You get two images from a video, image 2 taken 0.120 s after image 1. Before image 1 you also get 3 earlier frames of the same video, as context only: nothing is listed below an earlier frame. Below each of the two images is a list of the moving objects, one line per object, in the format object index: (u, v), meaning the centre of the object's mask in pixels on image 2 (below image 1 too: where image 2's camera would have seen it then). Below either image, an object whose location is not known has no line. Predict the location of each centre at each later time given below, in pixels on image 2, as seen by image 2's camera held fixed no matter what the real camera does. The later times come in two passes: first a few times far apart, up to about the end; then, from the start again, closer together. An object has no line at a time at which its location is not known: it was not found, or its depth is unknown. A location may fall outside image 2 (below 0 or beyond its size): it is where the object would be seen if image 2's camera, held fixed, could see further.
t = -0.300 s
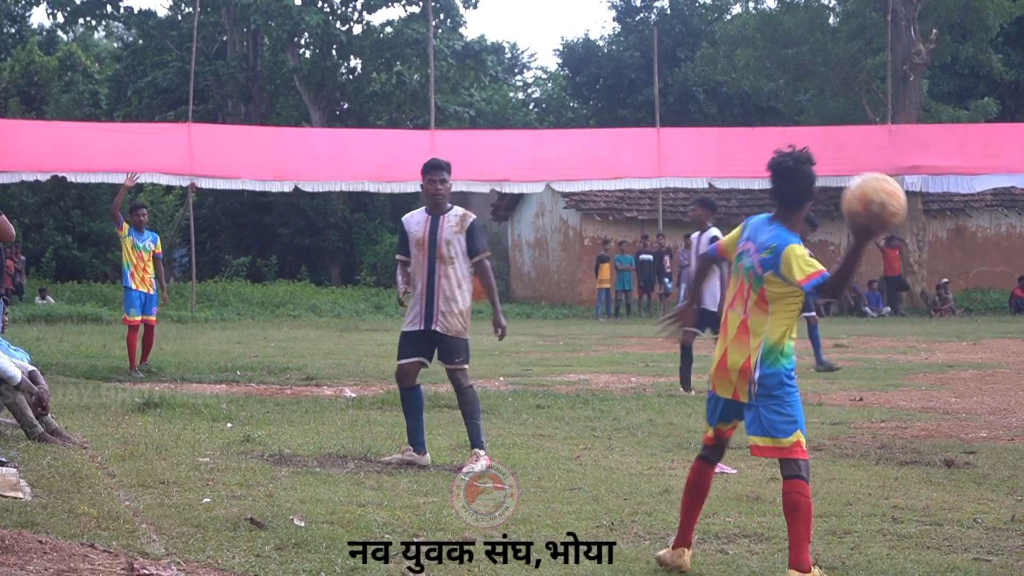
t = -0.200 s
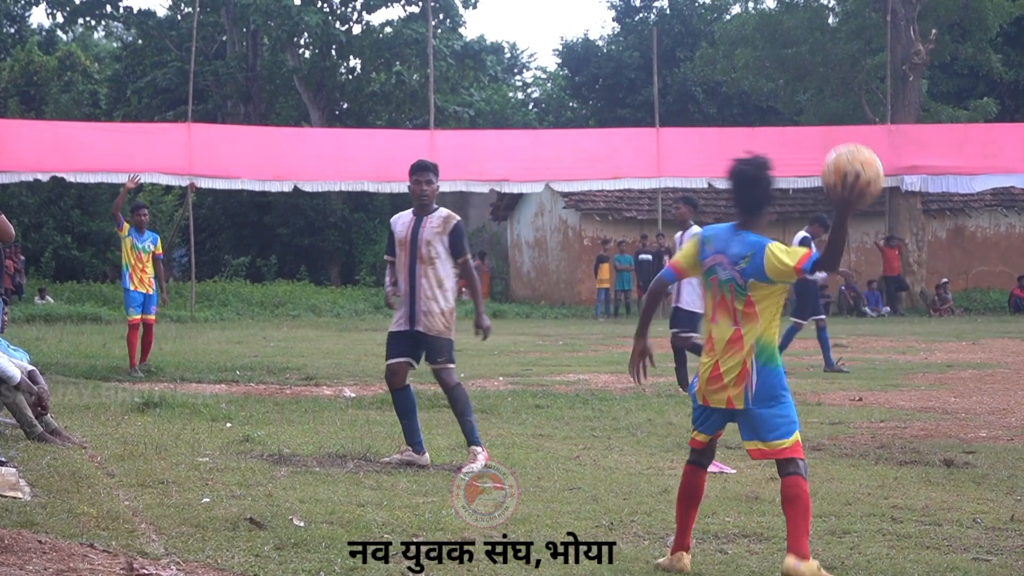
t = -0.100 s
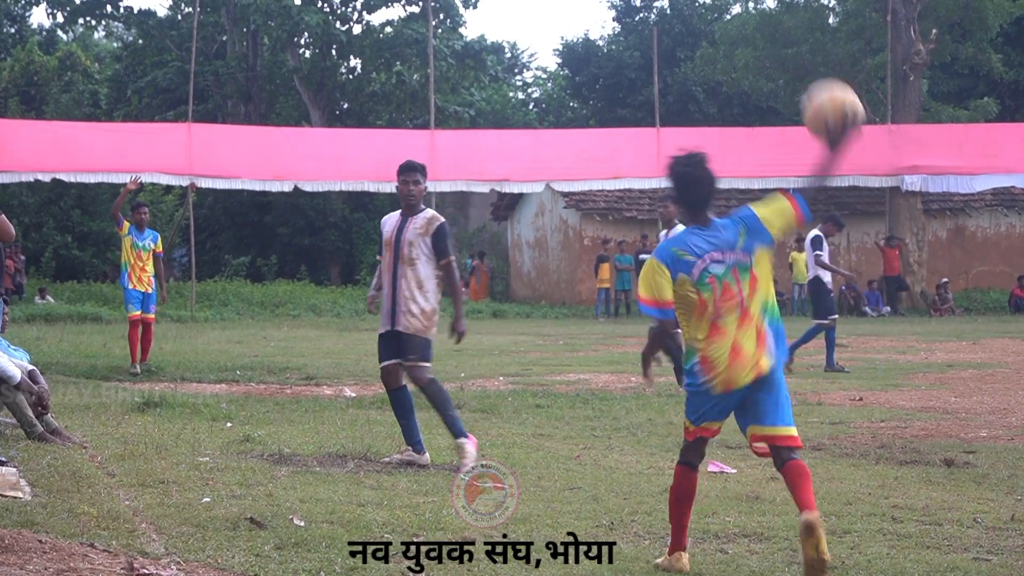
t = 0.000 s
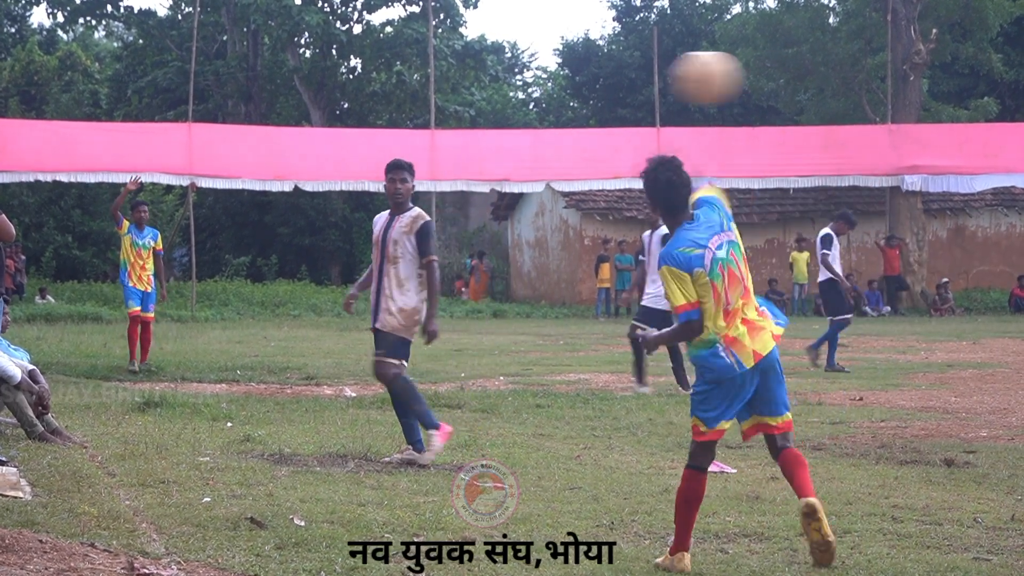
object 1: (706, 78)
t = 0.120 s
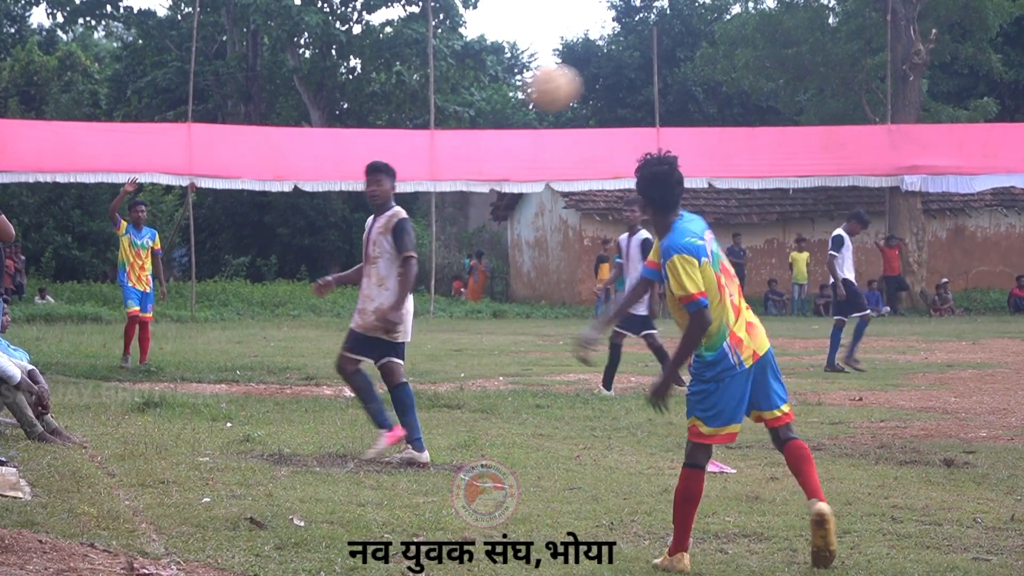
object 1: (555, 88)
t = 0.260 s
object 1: (419, 125)
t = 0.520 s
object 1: (254, 242)
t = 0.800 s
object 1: (153, 378)
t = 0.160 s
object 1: (507, 97)
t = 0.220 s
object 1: (453, 112)
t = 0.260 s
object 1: (419, 125)
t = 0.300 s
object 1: (388, 139)
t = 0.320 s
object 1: (373, 148)
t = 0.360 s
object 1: (345, 163)
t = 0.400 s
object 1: (318, 183)
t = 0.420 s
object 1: (306, 193)
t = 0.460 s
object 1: (284, 212)
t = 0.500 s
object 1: (264, 232)
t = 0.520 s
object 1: (254, 242)
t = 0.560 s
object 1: (236, 263)
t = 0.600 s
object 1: (219, 285)
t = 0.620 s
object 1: (211, 296)
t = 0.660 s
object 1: (196, 321)
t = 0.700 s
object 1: (182, 345)
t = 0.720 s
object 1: (176, 358)
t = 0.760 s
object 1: (163, 380)
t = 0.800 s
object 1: (153, 378)
